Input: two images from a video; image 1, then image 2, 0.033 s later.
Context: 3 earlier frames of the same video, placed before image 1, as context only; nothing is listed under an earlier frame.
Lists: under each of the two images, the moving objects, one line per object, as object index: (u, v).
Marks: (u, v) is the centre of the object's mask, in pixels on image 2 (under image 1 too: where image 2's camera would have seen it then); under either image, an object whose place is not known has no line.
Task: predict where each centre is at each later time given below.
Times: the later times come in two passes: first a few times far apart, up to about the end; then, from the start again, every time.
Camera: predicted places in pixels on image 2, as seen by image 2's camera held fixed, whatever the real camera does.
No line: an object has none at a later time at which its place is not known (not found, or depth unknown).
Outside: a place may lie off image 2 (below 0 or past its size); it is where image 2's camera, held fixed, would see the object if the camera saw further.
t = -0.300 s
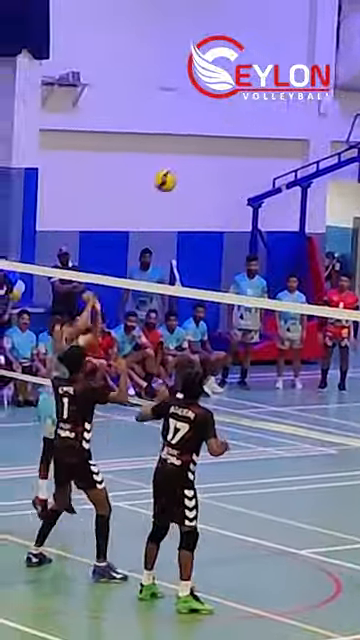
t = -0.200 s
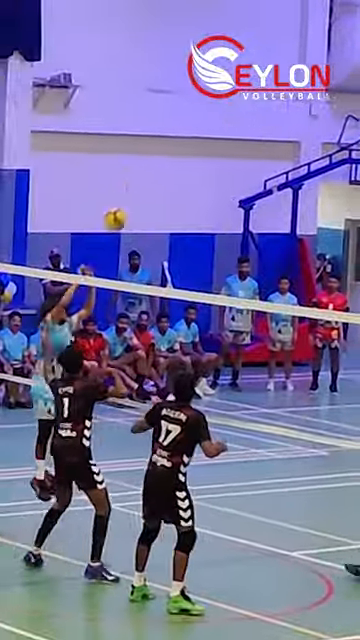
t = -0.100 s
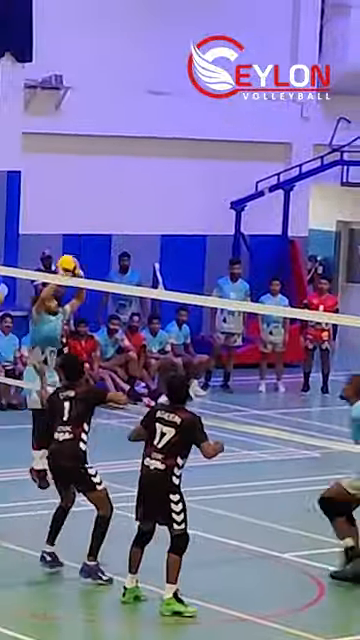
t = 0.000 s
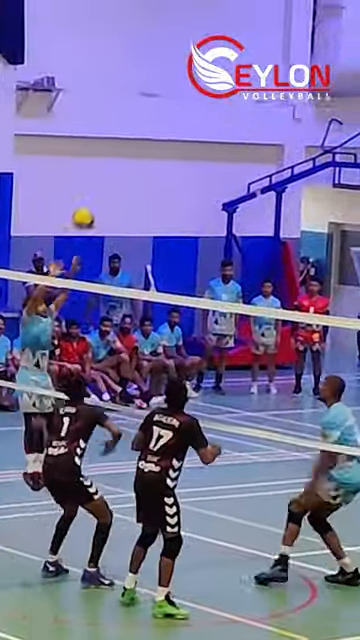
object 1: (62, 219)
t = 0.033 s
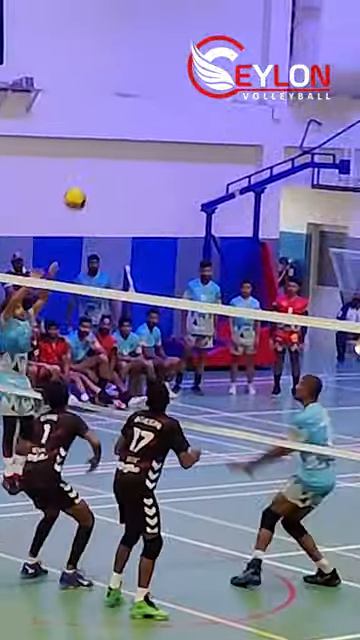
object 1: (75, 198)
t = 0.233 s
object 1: (152, 101)
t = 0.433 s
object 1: (232, 47)
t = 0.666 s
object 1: (326, 40)
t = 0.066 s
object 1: (88, 179)
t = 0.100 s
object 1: (100, 161)
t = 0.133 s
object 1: (114, 144)
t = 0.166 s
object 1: (126, 129)
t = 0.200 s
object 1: (139, 114)
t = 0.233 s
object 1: (152, 101)
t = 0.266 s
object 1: (166, 89)
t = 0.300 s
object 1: (179, 78)
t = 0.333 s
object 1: (193, 68)
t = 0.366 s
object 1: (206, 60)
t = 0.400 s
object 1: (218, 53)
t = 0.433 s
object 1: (232, 47)
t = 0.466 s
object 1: (245, 42)
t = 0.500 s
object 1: (259, 38)
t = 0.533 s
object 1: (272, 36)
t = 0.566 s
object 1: (285, 35)
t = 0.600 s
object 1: (299, 35)
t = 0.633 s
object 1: (312, 38)
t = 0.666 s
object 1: (326, 40)
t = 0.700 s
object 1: (339, 44)
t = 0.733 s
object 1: (353, 51)
